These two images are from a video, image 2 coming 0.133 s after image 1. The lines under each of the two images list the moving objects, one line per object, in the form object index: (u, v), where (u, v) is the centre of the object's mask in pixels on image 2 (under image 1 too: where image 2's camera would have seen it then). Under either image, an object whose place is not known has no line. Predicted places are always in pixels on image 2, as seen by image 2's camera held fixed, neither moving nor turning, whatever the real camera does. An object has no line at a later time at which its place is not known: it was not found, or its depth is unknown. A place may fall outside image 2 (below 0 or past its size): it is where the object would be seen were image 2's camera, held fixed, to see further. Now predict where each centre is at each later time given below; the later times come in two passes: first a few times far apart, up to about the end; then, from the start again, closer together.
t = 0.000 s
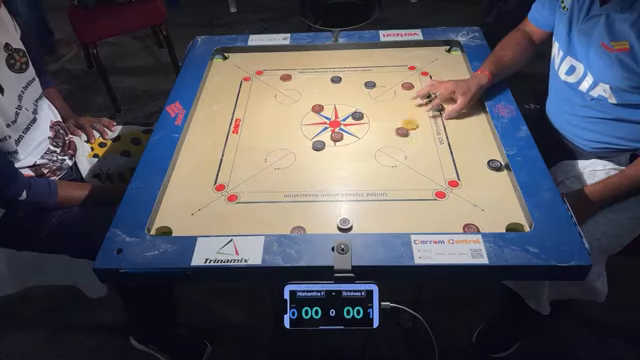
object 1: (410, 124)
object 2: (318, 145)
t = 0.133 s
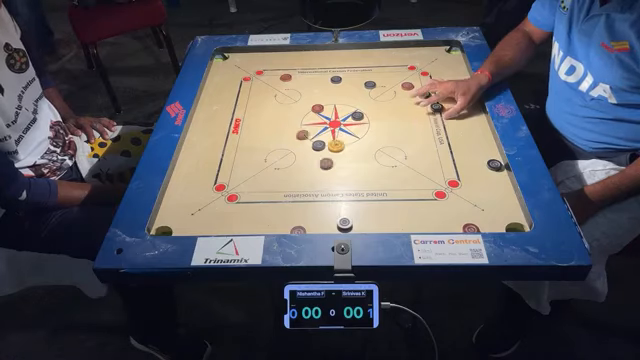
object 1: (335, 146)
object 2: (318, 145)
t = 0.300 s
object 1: (306, 171)
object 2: (270, 143)
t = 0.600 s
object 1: (273, 199)
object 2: (224, 139)
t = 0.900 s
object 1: (269, 202)
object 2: (221, 139)
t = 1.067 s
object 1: (269, 202)
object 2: (221, 139)
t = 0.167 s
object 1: (328, 151)
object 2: (309, 145)
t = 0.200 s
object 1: (322, 157)
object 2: (298, 144)
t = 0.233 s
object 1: (316, 161)
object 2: (288, 143)
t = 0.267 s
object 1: (311, 167)
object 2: (279, 143)
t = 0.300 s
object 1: (306, 171)
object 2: (270, 143)
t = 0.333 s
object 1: (301, 176)
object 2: (262, 142)
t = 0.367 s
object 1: (296, 180)
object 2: (255, 141)
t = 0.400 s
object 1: (291, 184)
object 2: (248, 141)
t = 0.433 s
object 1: (287, 187)
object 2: (243, 141)
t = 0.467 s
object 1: (284, 190)
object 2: (237, 140)
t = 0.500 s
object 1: (280, 193)
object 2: (233, 140)
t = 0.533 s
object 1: (277, 195)
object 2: (229, 140)
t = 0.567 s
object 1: (275, 197)
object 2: (226, 139)
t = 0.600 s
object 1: (273, 199)
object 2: (224, 139)
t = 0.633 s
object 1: (271, 200)
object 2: (223, 139)
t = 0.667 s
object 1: (270, 201)
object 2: (221, 139)
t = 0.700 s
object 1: (269, 201)
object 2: (221, 139)
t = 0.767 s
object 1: (269, 202)
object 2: (222, 139)
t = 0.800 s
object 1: (269, 202)
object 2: (221, 139)
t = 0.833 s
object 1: (269, 202)
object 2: (221, 139)
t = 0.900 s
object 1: (269, 202)
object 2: (221, 139)
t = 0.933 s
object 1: (269, 202)
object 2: (221, 139)
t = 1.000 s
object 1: (269, 202)
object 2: (221, 139)
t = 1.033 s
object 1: (269, 202)
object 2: (221, 139)
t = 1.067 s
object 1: (269, 202)
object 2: (221, 139)
